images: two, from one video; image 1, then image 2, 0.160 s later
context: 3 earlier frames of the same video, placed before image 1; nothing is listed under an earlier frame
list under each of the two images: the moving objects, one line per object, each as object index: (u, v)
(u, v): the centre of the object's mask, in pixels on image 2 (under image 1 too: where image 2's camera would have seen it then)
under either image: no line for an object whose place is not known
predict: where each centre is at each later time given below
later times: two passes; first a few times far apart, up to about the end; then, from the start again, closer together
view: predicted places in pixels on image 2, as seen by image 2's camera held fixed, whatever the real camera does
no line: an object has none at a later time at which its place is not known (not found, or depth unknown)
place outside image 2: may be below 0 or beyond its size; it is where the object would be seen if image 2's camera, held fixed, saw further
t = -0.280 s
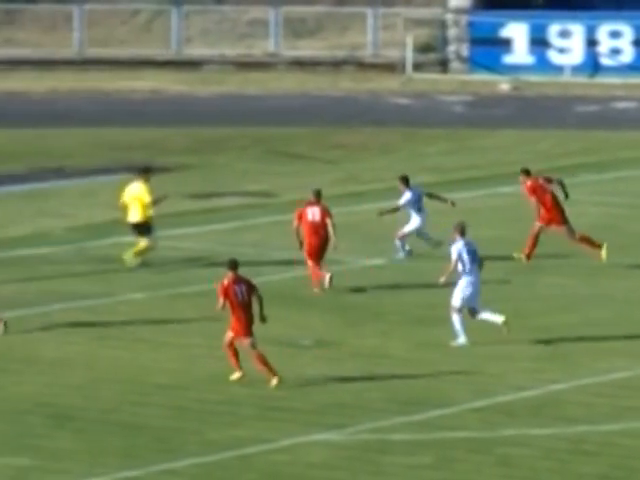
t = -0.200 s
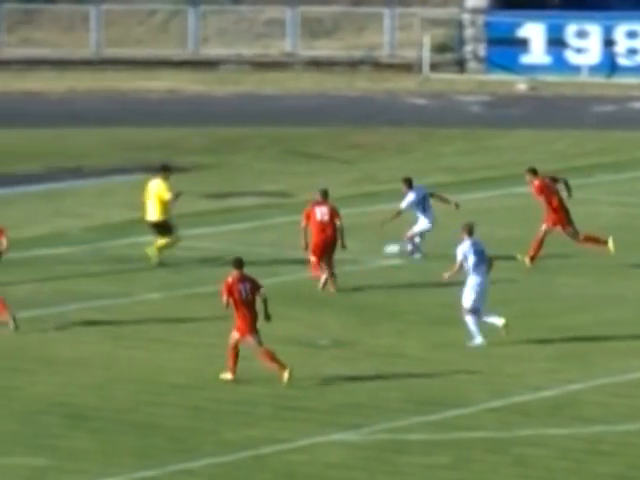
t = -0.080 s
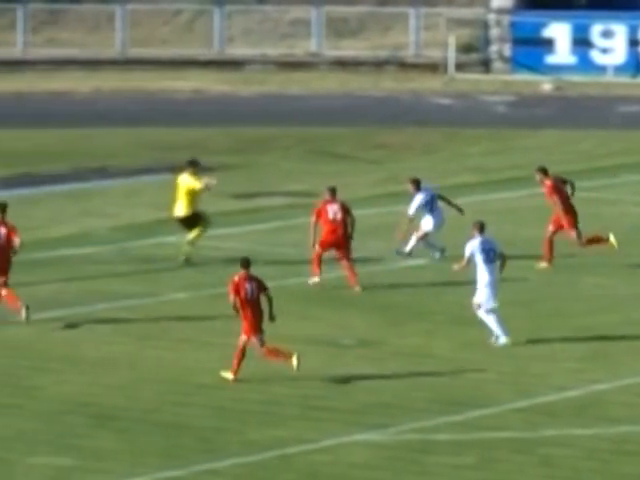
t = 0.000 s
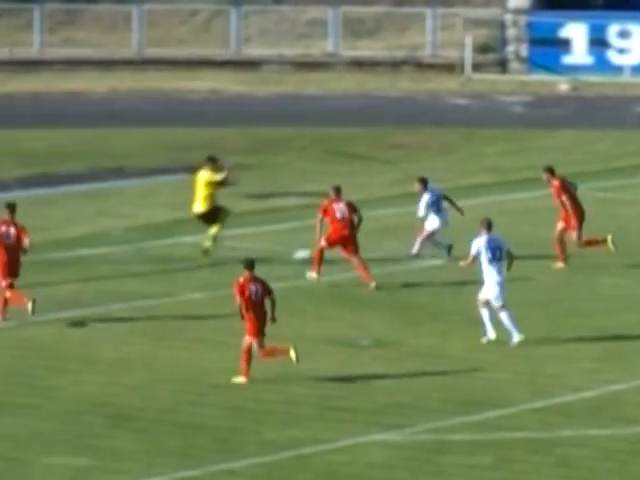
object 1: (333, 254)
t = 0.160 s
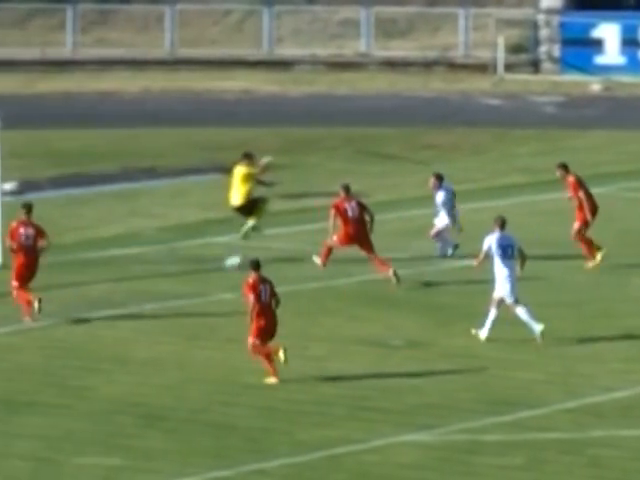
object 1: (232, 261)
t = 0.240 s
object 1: (187, 264)
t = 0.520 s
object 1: (28, 268)
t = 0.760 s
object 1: (-96, 277)
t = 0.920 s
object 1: (-170, 283)
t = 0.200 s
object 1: (208, 263)
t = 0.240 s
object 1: (187, 264)
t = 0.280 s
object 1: (158, 267)
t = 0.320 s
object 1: (136, 266)
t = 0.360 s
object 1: (115, 265)
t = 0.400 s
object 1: (93, 266)
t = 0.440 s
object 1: (71, 266)
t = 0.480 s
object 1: (50, 268)
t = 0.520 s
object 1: (28, 268)
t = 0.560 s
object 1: (7, 269)
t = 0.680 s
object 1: (-56, 276)
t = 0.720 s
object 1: (-76, 277)
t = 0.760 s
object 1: (-96, 277)
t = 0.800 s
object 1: (-114, 278)
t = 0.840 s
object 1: (-131, 279)
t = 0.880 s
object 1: (-152, 281)
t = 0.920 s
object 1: (-170, 283)
